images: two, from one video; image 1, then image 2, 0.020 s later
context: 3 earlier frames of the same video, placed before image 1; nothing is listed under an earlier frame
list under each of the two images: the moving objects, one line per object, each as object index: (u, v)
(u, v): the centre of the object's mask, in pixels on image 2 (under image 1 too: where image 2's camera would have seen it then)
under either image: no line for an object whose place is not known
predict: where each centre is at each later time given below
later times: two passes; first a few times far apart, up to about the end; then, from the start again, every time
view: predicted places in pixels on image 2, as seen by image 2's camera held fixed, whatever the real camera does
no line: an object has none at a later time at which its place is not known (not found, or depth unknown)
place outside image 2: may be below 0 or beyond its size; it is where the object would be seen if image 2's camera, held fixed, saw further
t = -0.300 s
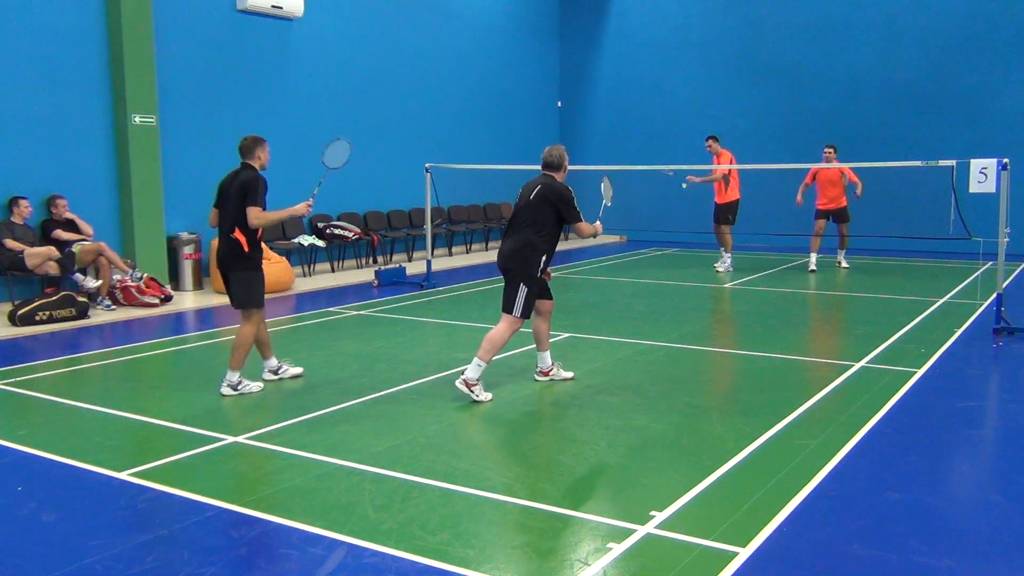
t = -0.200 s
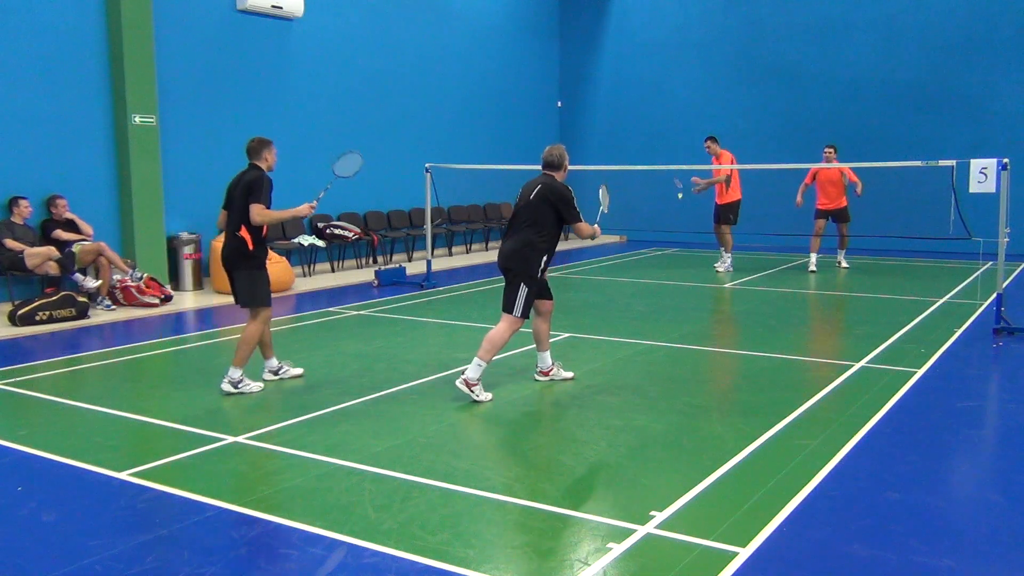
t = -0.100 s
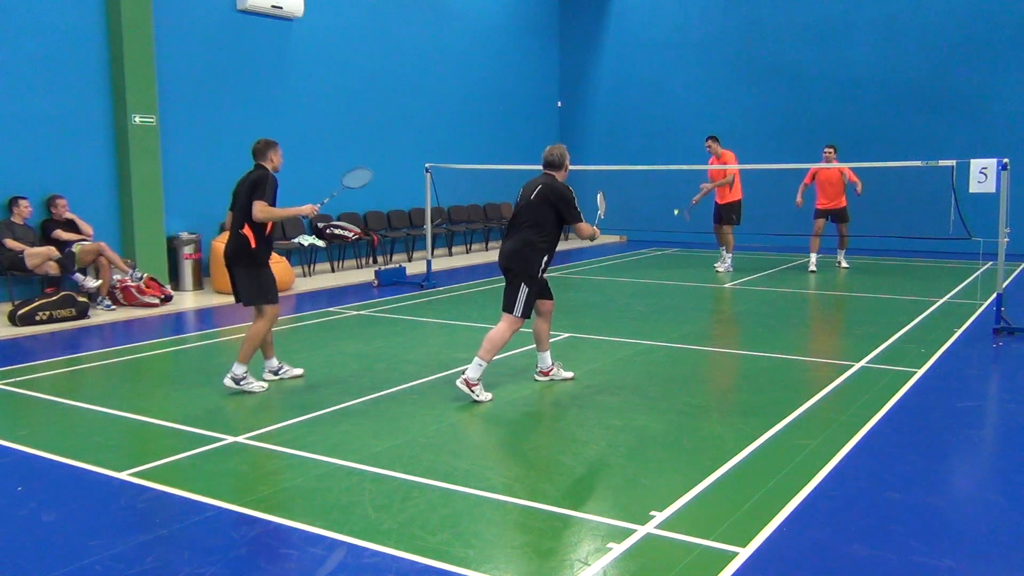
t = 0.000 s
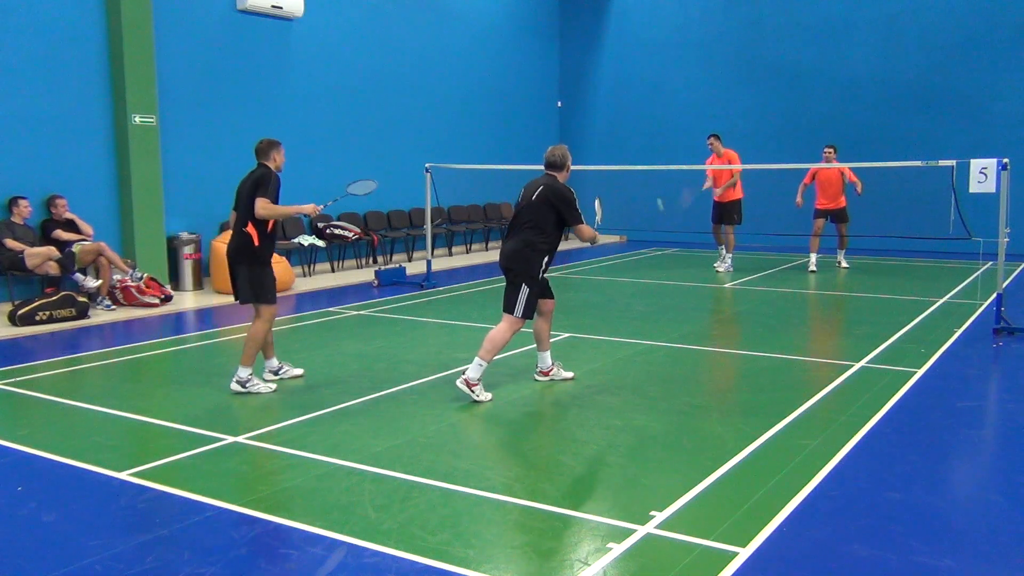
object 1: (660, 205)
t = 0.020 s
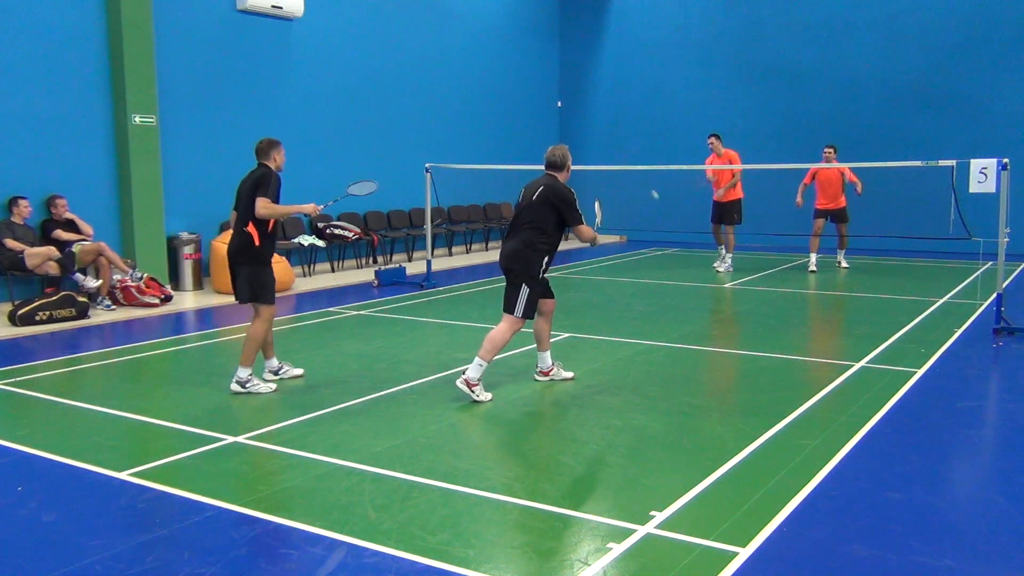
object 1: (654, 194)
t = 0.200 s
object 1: (606, 133)
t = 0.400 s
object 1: (557, 104)
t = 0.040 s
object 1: (648, 186)
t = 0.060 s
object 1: (642, 178)
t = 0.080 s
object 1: (638, 172)
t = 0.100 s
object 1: (631, 162)
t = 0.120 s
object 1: (626, 156)
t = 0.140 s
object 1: (621, 149)
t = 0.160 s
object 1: (616, 144)
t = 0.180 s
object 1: (611, 138)
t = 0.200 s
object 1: (606, 133)
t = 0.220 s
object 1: (601, 128)
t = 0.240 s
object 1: (596, 123)
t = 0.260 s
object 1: (591, 120)
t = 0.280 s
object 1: (586, 116)
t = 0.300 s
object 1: (581, 113)
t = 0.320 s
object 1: (577, 111)
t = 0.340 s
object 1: (572, 108)
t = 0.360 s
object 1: (567, 106)
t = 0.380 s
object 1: (562, 105)
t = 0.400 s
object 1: (557, 104)
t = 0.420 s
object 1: (553, 104)
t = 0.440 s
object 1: (548, 104)
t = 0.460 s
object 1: (543, 105)
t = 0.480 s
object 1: (538, 106)
